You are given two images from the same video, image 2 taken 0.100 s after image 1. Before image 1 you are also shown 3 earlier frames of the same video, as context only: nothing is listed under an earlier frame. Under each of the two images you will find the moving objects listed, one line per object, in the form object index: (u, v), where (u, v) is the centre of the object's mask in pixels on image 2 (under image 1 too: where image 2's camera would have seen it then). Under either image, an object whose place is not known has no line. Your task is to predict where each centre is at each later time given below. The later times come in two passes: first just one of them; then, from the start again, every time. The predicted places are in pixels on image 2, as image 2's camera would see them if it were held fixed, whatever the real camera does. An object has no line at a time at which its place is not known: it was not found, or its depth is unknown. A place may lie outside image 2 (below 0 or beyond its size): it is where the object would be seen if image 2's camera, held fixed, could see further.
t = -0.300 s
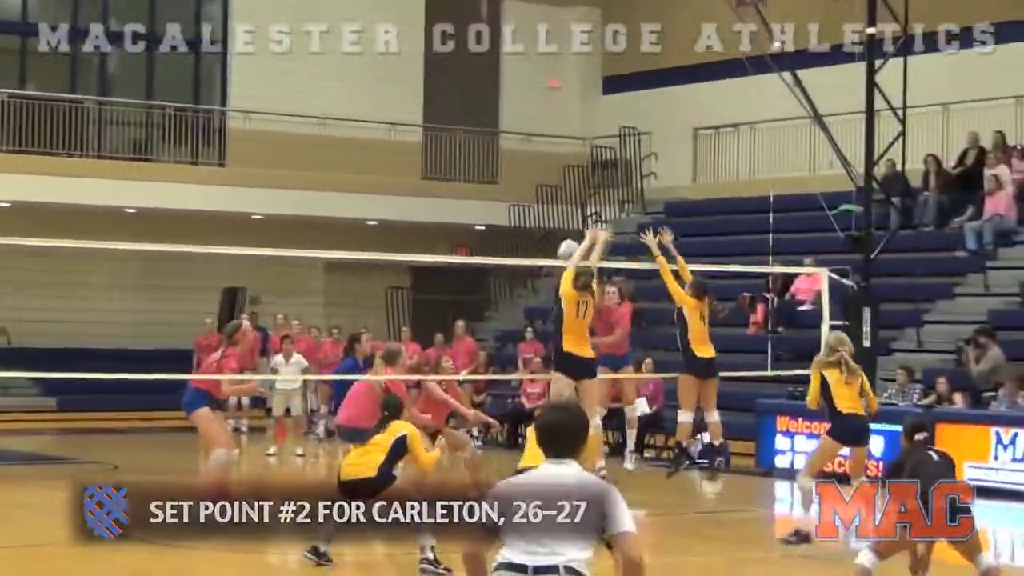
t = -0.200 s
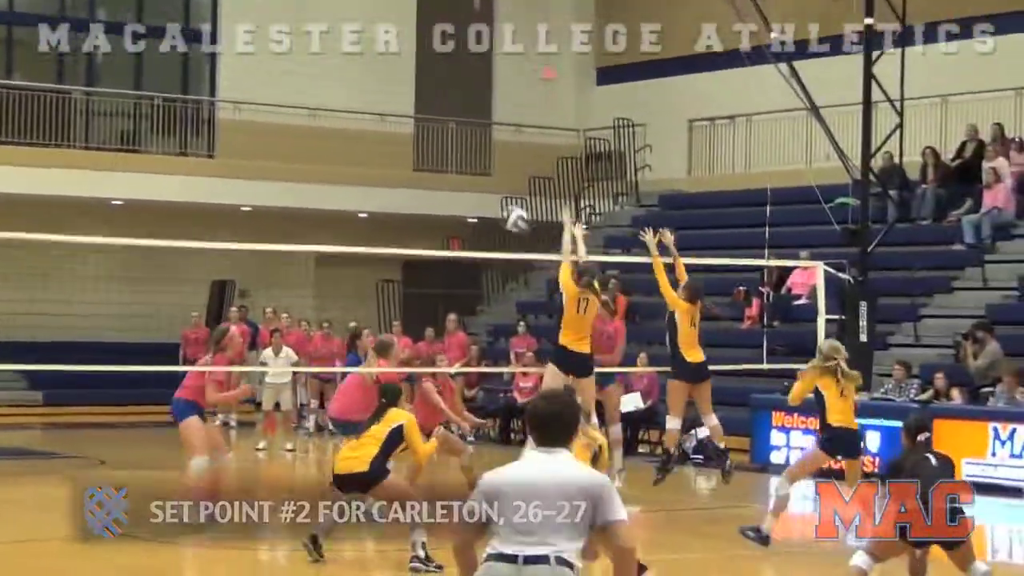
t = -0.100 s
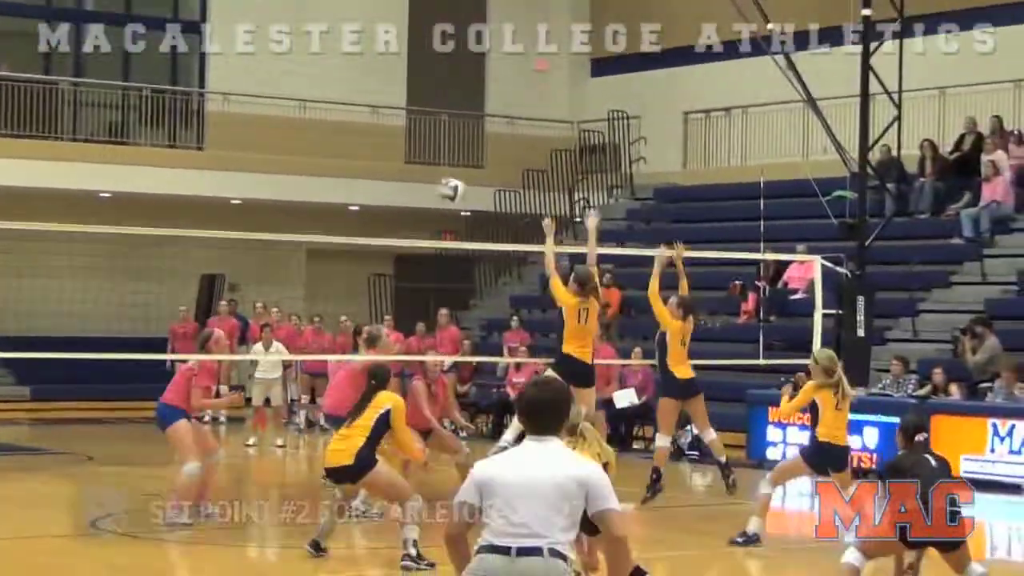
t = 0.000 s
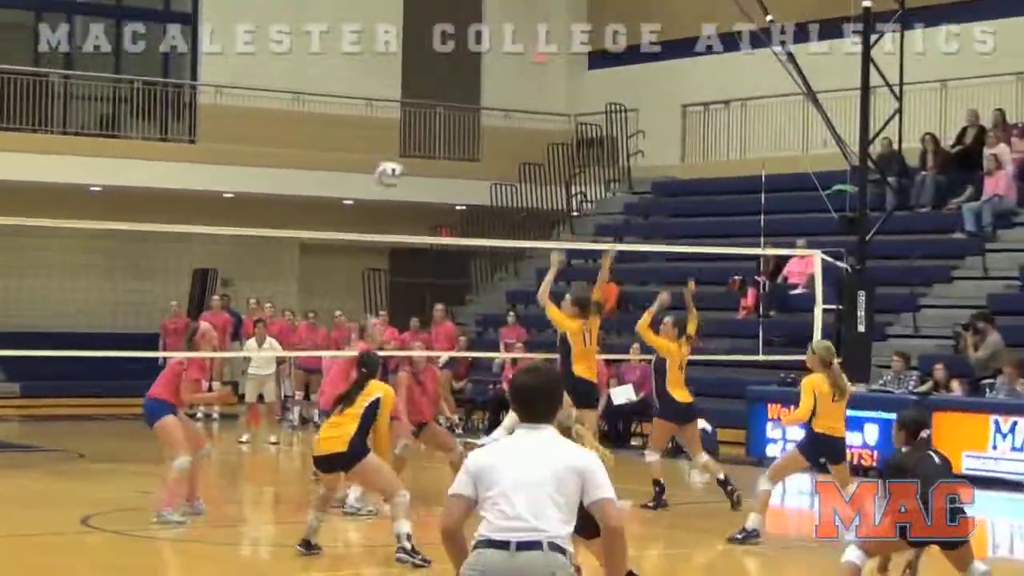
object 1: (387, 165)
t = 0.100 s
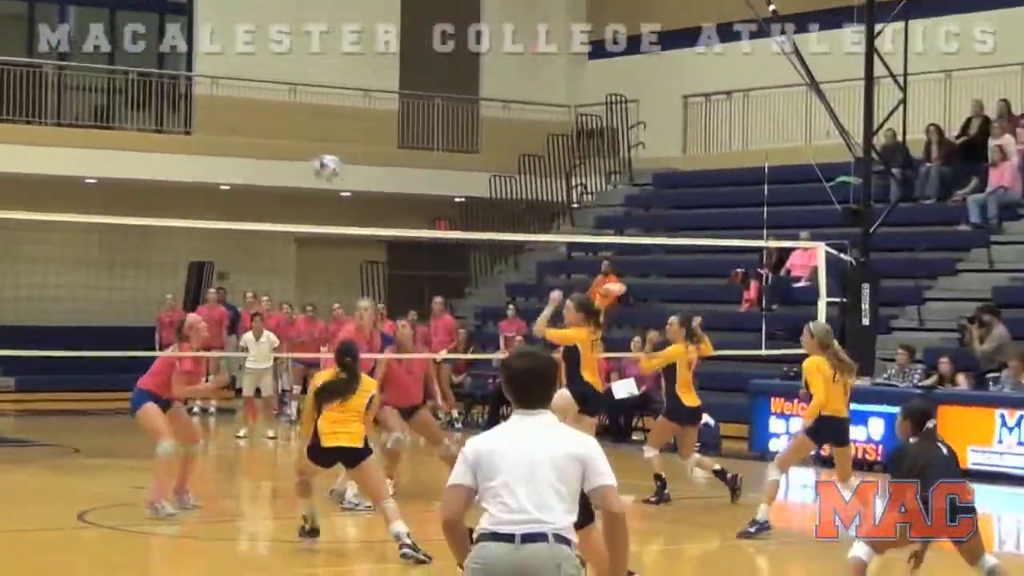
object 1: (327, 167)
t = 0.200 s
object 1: (266, 185)
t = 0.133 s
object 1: (307, 171)
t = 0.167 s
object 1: (289, 176)
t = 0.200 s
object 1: (266, 185)
